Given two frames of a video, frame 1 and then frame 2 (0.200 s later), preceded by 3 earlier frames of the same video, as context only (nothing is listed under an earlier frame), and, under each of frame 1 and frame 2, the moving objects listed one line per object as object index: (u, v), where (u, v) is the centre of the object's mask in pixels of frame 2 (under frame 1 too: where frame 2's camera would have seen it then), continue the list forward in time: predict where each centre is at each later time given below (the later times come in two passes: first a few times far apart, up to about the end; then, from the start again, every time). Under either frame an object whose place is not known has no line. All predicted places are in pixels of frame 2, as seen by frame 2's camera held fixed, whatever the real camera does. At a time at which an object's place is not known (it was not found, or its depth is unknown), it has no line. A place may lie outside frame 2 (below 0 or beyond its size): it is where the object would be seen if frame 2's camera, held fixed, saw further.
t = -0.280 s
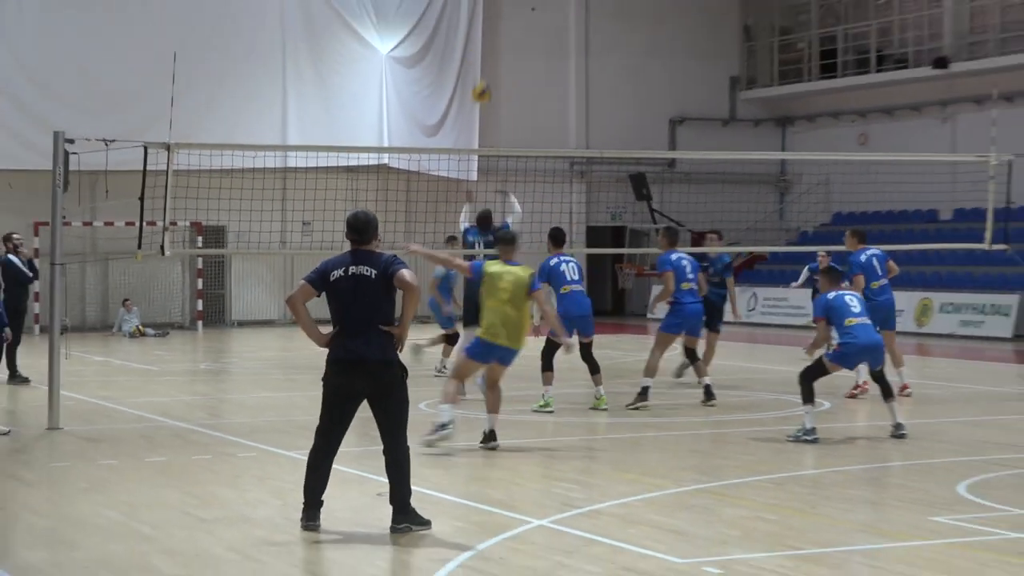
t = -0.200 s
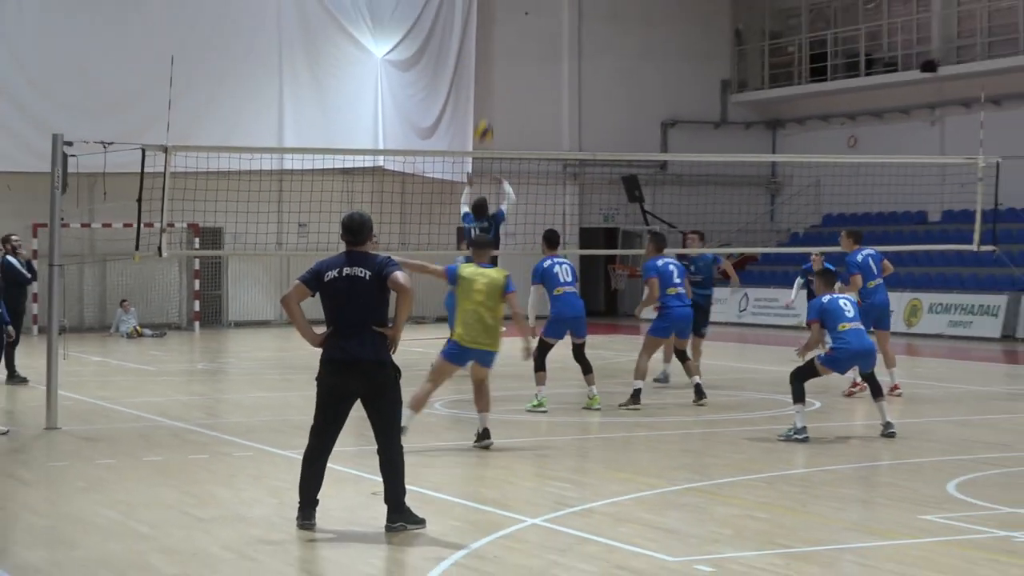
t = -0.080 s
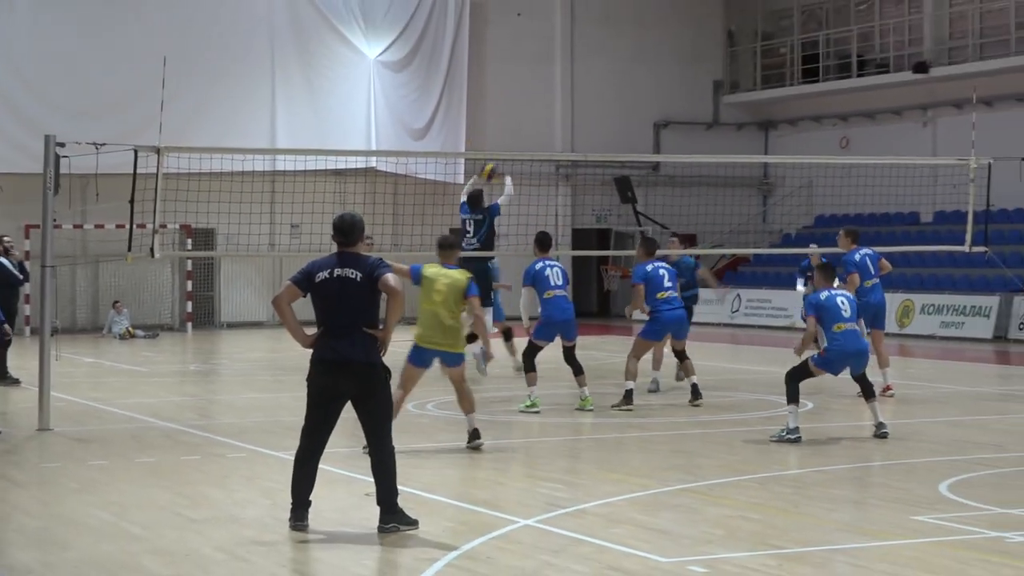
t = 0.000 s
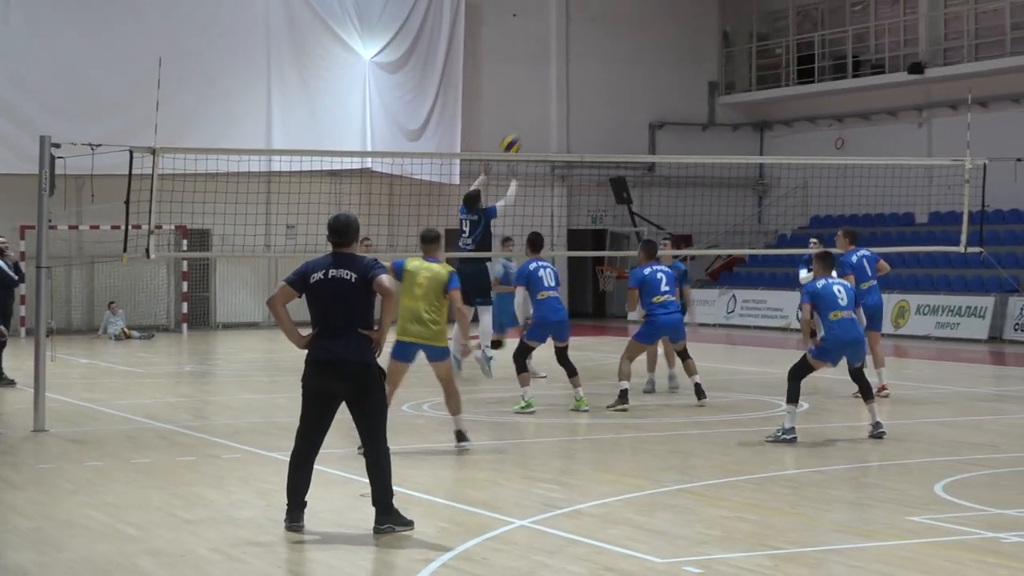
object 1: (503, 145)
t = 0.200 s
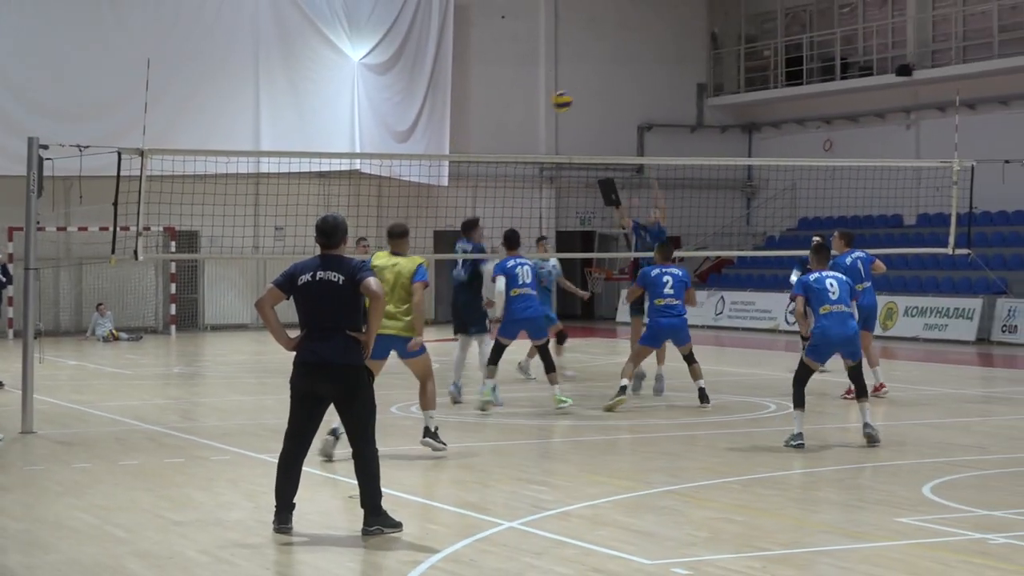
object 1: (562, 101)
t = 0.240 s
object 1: (573, 96)
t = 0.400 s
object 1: (615, 93)
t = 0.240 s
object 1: (573, 96)
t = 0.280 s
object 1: (584, 94)
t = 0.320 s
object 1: (595, 93)
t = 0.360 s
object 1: (605, 91)
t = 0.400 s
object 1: (615, 93)
